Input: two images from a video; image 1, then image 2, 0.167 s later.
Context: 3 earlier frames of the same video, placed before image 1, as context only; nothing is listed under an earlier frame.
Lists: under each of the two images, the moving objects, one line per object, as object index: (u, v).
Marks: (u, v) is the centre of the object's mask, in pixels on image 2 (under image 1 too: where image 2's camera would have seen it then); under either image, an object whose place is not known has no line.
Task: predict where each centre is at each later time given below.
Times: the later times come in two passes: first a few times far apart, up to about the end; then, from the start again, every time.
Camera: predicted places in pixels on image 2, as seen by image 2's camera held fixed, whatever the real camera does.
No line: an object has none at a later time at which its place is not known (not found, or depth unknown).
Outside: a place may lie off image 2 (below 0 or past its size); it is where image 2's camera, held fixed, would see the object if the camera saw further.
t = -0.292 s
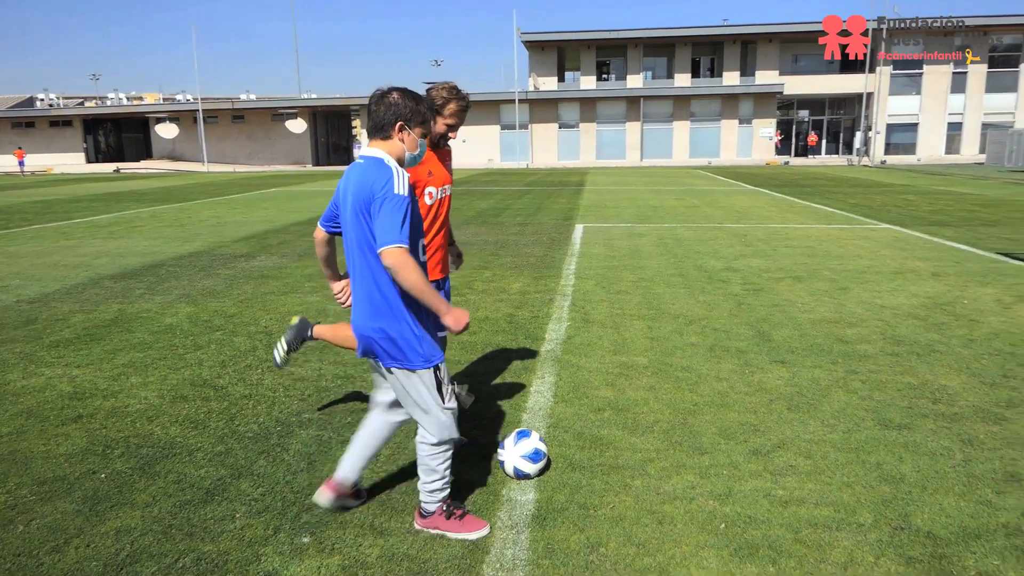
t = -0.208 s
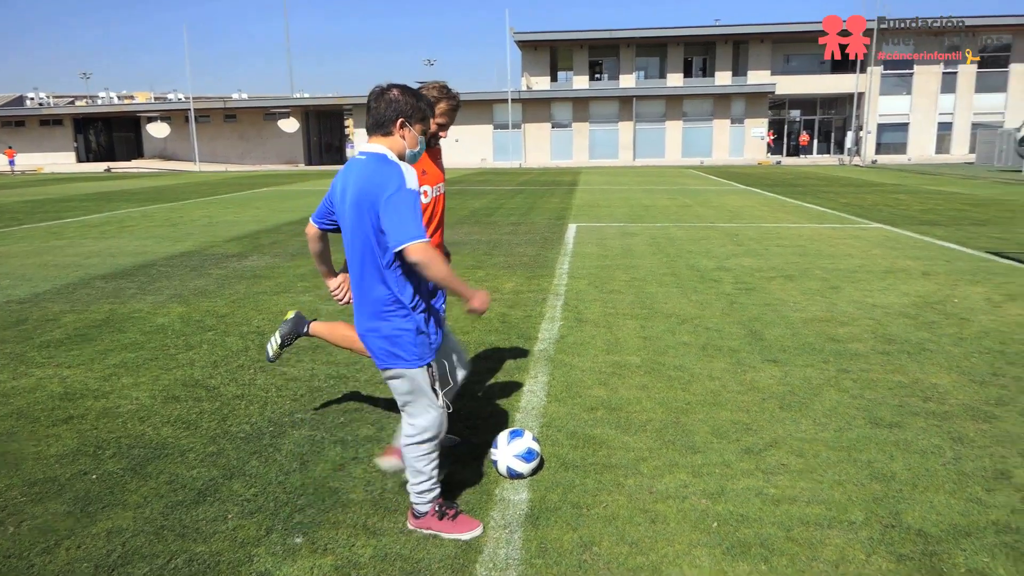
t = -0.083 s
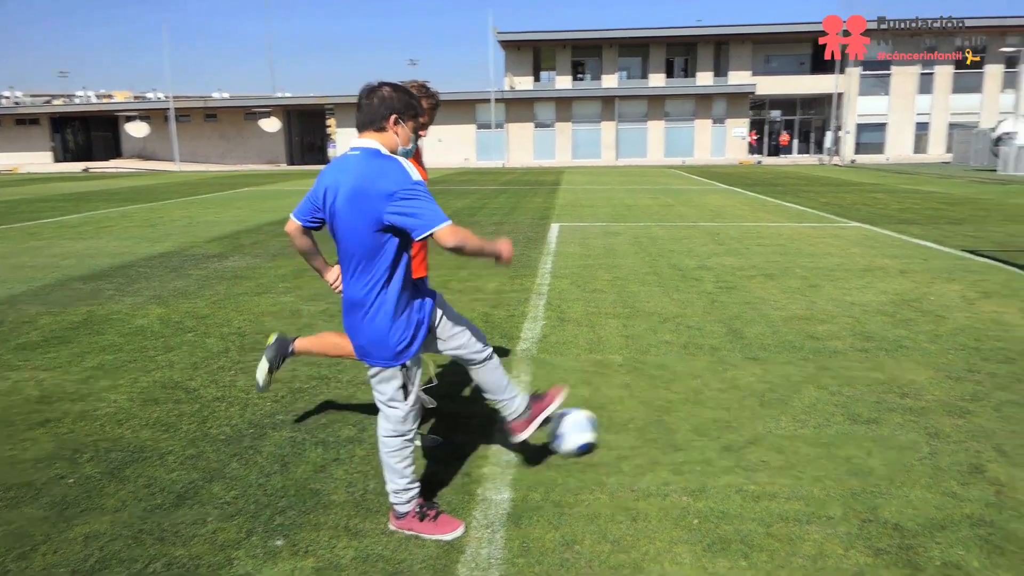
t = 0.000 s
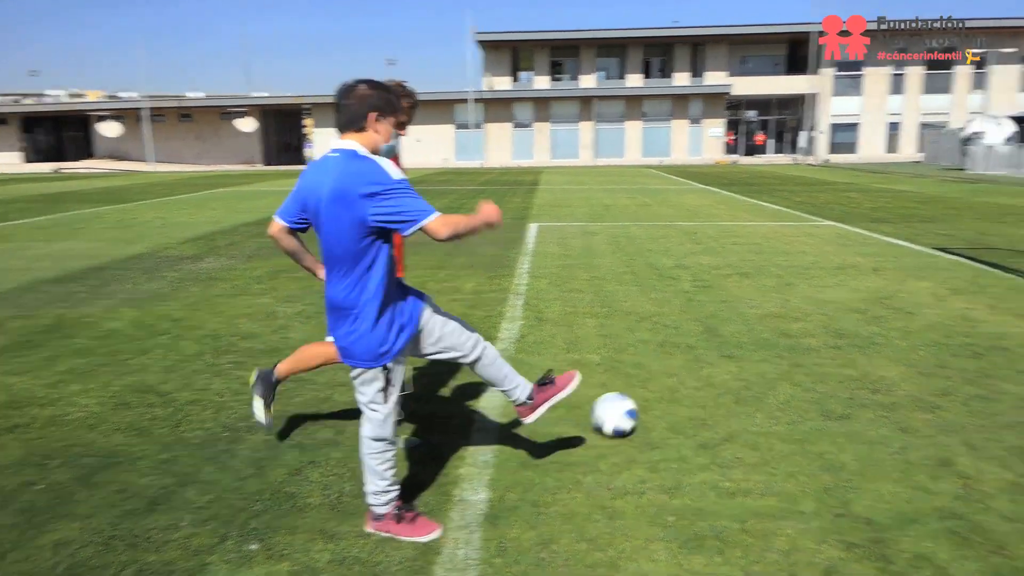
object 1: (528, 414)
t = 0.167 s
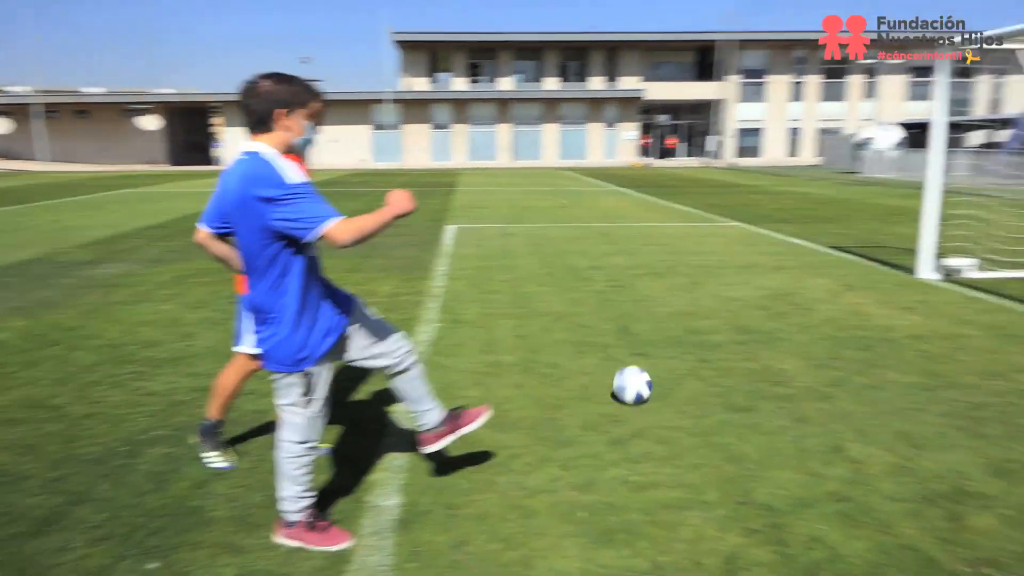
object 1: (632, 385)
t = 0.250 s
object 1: (675, 371)
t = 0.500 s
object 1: (777, 342)
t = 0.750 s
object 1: (851, 324)
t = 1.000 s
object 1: (909, 307)
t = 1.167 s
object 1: (940, 298)
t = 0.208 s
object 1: (654, 379)
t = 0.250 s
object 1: (675, 371)
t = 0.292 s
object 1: (695, 365)
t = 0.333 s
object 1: (713, 362)
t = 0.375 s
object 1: (731, 358)
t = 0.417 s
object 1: (747, 351)
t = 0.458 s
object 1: (763, 345)
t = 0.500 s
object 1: (777, 342)
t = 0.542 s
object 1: (791, 340)
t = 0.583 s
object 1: (804, 337)
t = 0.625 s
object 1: (817, 332)
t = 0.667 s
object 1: (829, 329)
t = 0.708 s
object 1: (840, 328)
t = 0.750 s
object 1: (851, 324)
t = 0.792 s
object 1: (862, 321)
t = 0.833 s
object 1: (872, 318)
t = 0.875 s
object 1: (882, 315)
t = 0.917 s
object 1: (891, 312)
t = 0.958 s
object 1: (900, 310)
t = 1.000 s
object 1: (909, 307)
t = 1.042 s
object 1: (917, 304)
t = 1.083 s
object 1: (925, 302)
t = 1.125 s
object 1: (932, 301)
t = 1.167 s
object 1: (940, 298)
